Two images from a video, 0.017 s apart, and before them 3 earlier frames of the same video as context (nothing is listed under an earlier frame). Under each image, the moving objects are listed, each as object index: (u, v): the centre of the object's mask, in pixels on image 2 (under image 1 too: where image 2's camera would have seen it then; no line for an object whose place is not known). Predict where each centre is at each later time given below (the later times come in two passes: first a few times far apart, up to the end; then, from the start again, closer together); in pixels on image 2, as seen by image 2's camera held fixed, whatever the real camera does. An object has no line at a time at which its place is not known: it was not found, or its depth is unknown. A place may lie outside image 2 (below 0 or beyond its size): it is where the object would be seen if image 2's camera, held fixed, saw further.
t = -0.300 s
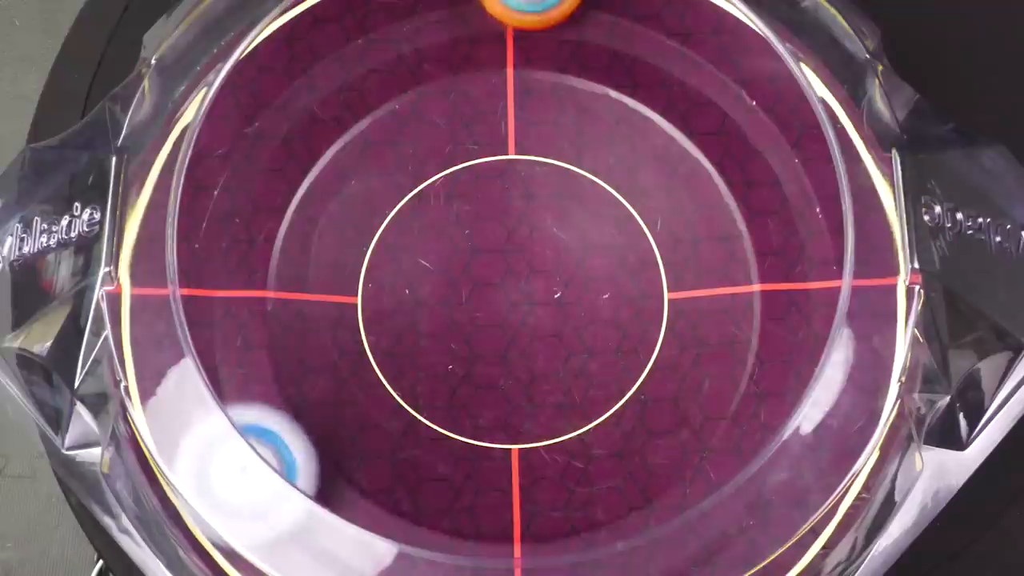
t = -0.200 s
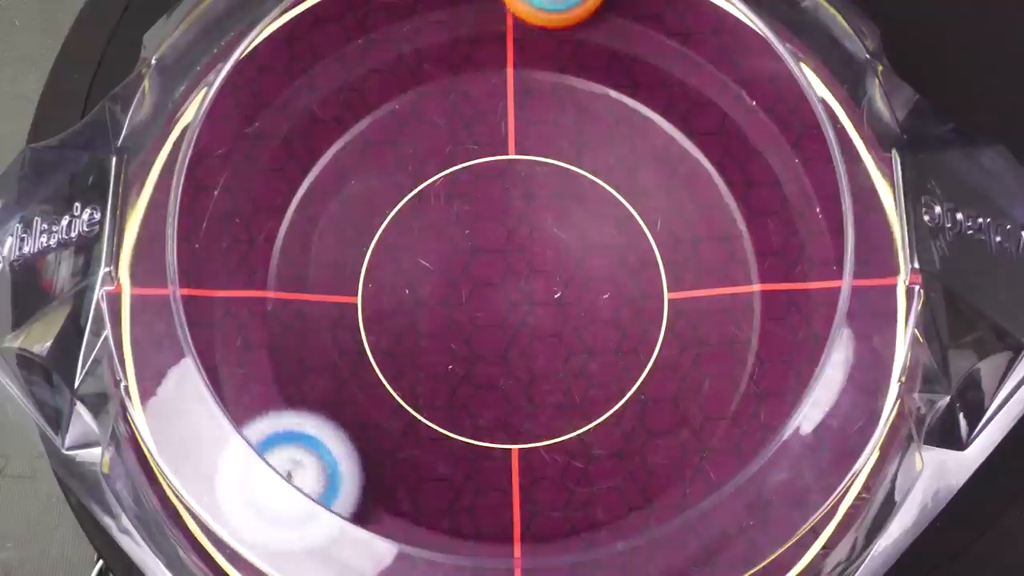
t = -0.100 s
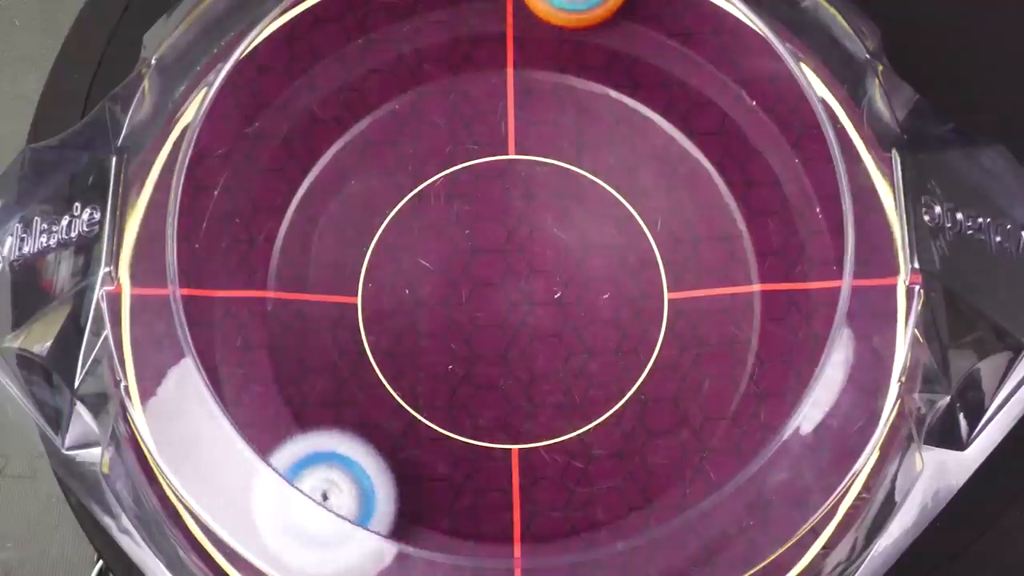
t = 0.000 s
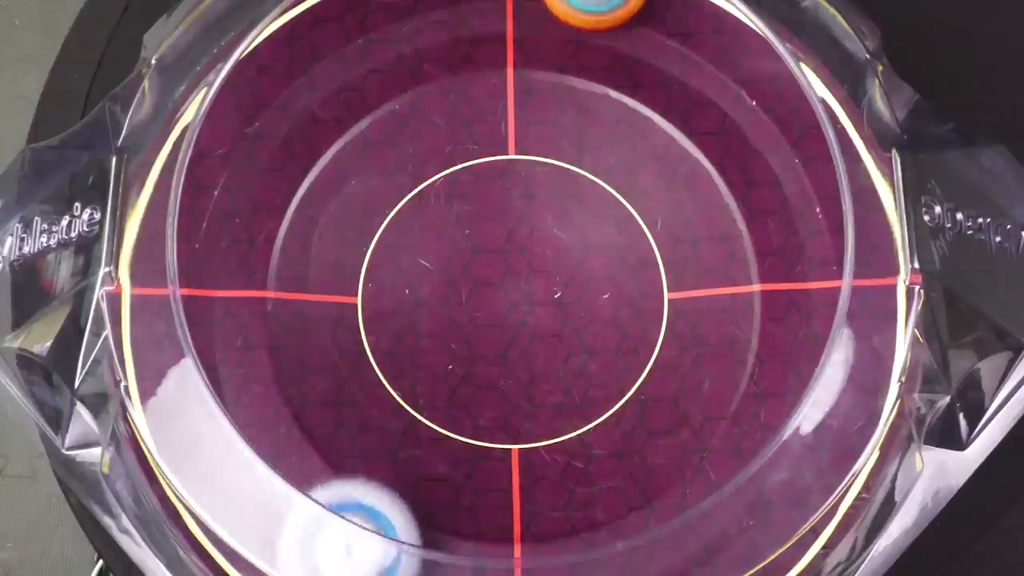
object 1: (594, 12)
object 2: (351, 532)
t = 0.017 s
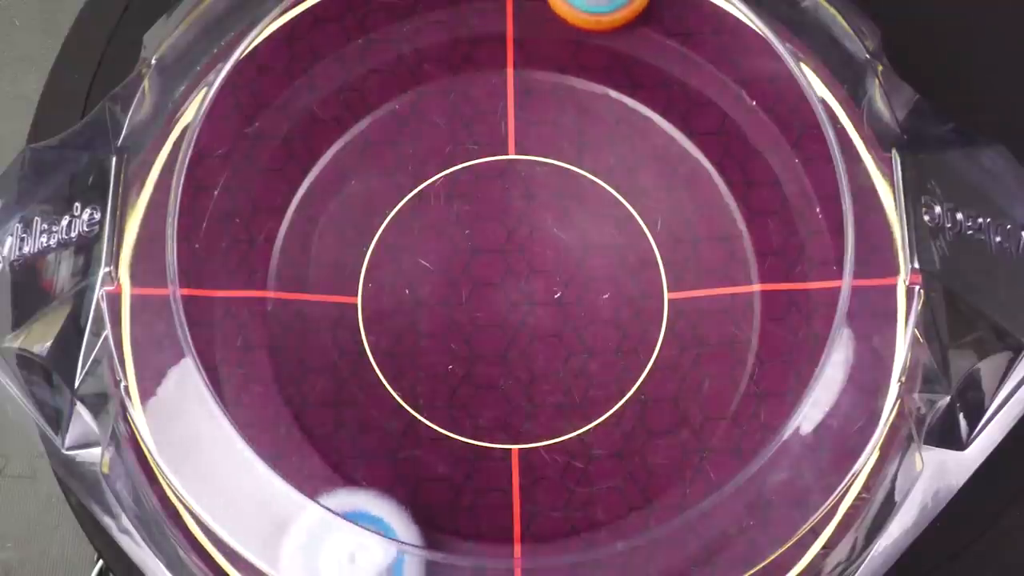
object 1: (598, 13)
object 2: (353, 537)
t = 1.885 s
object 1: (566, 427)
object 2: (712, 406)
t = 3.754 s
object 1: (168, 288)
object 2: (413, 56)
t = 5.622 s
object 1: (810, 235)
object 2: (597, 253)
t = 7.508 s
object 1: (561, 276)
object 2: (336, 64)
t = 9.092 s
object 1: (482, 417)
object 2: (670, 30)
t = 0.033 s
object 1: (601, 13)
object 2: (356, 540)
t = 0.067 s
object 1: (607, 13)
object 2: (365, 542)
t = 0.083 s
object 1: (610, 13)
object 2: (370, 540)
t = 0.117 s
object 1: (616, 14)
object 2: (378, 537)
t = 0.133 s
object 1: (618, 14)
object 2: (383, 535)
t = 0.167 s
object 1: (624, 15)
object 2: (392, 534)
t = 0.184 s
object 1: (627, 15)
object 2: (397, 533)
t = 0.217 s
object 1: (633, 16)
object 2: (407, 534)
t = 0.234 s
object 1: (636, 17)
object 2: (412, 535)
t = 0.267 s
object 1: (641, 18)
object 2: (423, 538)
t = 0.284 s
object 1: (644, 18)
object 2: (429, 540)
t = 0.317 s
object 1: (649, 19)
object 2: (440, 545)
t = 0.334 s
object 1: (652, 20)
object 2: (447, 548)
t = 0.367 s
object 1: (656, 21)
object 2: (457, 554)
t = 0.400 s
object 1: (662, 23)
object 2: (464, 555)
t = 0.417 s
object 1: (664, 24)
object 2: (467, 553)
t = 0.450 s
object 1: (669, 25)
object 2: (472, 550)
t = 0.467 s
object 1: (671, 26)
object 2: (476, 548)
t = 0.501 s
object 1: (676, 28)
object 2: (482, 546)
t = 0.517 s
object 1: (678, 29)
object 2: (486, 546)
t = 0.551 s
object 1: (683, 31)
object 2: (496, 546)
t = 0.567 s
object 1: (685, 32)
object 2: (501, 546)
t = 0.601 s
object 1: (689, 34)
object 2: (513, 549)
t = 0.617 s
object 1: (691, 36)
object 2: (520, 550)
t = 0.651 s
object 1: (695, 38)
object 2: (534, 554)
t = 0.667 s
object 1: (697, 40)
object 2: (539, 555)
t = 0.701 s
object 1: (701, 42)
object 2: (547, 555)
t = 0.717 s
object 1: (704, 43)
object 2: (548, 553)
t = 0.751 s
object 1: (708, 47)
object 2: (550, 550)
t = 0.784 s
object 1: (710, 51)
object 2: (554, 547)
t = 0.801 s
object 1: (710, 52)
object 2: (557, 547)
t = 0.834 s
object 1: (708, 55)
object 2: (566, 546)
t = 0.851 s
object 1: (705, 57)
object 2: (571, 546)
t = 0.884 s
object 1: (695, 62)
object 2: (583, 547)
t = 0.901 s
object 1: (689, 65)
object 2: (589, 548)
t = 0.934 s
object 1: (679, 71)
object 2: (602, 550)
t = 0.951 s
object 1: (677, 75)
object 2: (606, 550)
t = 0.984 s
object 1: (673, 83)
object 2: (610, 548)
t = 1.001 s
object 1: (672, 87)
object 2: (611, 546)
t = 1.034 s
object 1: (671, 97)
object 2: (613, 544)
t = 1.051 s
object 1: (670, 101)
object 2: (615, 543)
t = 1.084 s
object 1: (669, 110)
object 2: (622, 541)
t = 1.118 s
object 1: (661, 121)
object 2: (631, 540)
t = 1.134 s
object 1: (655, 128)
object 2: (636, 539)
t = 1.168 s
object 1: (639, 139)
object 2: (645, 538)
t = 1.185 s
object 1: (630, 145)
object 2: (650, 537)
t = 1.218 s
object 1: (611, 157)
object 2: (660, 537)
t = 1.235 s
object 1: (601, 162)
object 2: (666, 536)
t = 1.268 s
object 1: (581, 174)
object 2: (674, 535)
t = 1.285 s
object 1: (570, 181)
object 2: (676, 534)
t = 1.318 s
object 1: (551, 194)
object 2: (678, 532)
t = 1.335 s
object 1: (541, 201)
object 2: (679, 531)
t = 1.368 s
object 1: (522, 216)
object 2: (683, 528)
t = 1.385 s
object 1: (514, 223)
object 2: (686, 526)
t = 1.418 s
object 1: (498, 241)
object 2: (692, 523)
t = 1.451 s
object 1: (486, 258)
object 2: (697, 519)
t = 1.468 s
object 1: (482, 266)
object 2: (700, 517)
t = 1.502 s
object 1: (474, 285)
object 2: (705, 513)
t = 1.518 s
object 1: (472, 295)
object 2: (706, 511)
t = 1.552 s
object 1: (468, 318)
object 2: (709, 506)
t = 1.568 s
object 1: (468, 331)
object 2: (709, 503)
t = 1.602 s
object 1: (471, 355)
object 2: (710, 495)
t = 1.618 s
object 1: (474, 368)
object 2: (710, 491)
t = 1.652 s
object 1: (485, 390)
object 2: (710, 483)
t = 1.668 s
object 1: (493, 400)
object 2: (710, 478)
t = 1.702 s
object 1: (512, 420)
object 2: (709, 469)
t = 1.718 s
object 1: (524, 428)
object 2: (709, 463)
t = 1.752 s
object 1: (547, 439)
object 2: (707, 453)
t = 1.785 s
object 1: (569, 443)
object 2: (703, 444)
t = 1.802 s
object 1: (572, 443)
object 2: (704, 439)
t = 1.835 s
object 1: (569, 439)
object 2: (712, 426)
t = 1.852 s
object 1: (568, 435)
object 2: (712, 417)
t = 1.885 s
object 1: (566, 427)
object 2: (712, 406)
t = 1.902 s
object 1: (566, 422)
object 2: (709, 400)
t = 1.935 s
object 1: (567, 411)
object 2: (697, 387)
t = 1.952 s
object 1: (565, 406)
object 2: (690, 381)
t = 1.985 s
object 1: (551, 394)
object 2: (685, 367)
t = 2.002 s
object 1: (543, 388)
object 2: (683, 360)
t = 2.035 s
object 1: (531, 375)
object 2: (674, 348)
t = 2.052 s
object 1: (525, 368)
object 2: (667, 342)
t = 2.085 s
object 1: (515, 355)
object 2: (652, 332)
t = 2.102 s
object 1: (511, 348)
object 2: (644, 327)
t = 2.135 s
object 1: (497, 338)
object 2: (629, 317)
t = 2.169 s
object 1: (431, 339)
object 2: (666, 289)
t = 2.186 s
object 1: (397, 341)
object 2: (683, 276)
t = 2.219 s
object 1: (334, 344)
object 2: (714, 251)
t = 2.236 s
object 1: (301, 346)
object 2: (726, 241)
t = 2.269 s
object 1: (256, 347)
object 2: (748, 223)
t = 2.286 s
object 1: (234, 346)
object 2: (755, 216)
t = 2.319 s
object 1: (192, 353)
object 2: (772, 205)
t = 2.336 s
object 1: (182, 353)
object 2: (779, 198)
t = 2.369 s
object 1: (164, 357)
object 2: (797, 185)
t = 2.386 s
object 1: (157, 361)
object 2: (804, 180)
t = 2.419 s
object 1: (141, 369)
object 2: (820, 171)
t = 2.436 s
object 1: (134, 373)
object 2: (824, 168)
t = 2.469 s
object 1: (129, 367)
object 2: (835, 160)
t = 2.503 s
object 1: (128, 361)
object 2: (833, 163)
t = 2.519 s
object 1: (129, 359)
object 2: (832, 167)
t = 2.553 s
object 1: (128, 357)
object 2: (829, 169)
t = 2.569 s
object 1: (127, 357)
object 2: (827, 170)
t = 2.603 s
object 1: (123, 356)
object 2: (826, 169)
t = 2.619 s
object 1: (122, 357)
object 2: (824, 167)
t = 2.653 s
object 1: (119, 358)
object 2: (824, 161)
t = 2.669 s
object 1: (118, 359)
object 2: (823, 158)
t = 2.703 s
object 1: (118, 362)
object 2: (823, 148)
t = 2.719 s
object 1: (127, 364)
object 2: (824, 141)
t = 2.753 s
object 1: (132, 365)
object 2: (814, 137)
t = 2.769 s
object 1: (135, 365)
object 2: (809, 134)
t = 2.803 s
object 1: (137, 364)
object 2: (798, 126)
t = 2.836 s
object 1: (137, 363)
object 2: (790, 114)
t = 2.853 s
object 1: (136, 363)
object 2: (785, 109)
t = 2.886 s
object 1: (134, 361)
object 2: (778, 95)
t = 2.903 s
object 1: (131, 361)
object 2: (774, 87)
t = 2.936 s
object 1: (127, 360)
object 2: (768, 69)
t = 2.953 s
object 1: (123, 359)
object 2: (766, 59)
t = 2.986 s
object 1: (121, 359)
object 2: (757, 48)
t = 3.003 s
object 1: (120, 359)
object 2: (747, 47)
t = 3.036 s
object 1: (122, 362)
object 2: (726, 43)
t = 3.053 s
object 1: (126, 364)
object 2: (715, 41)
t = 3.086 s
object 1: (127, 364)
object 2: (692, 38)
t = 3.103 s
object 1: (128, 363)
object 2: (682, 36)
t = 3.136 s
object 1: (129, 361)
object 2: (663, 32)
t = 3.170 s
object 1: (129, 360)
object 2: (645, 29)
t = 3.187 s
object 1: (130, 358)
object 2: (637, 28)
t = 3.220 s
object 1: (131, 355)
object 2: (623, 28)
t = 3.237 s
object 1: (132, 354)
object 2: (617, 29)
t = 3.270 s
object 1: (129, 349)
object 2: (607, 33)
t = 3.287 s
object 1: (129, 347)
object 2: (602, 36)
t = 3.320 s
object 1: (131, 343)
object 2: (594, 41)
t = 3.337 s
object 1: (132, 342)
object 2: (590, 43)
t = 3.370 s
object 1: (134, 338)
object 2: (577, 47)
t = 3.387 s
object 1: (135, 337)
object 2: (570, 48)
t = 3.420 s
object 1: (137, 333)
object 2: (553, 51)
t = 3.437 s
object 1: (137, 332)
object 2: (544, 51)
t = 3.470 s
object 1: (139, 327)
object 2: (525, 52)
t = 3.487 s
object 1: (140, 325)
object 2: (515, 52)
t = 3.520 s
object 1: (143, 322)
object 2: (501, 53)
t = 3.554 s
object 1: (146, 318)
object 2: (488, 53)
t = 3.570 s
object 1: (147, 316)
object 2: (484, 53)
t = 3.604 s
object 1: (151, 311)
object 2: (474, 54)
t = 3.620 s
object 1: (154, 309)
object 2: (467, 54)
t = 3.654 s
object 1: (158, 304)
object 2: (457, 55)
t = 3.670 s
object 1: (160, 301)
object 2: (452, 55)
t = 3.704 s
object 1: (164, 296)
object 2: (438, 56)
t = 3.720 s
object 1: (165, 293)
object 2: (430, 56)
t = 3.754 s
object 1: (168, 288)
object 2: (413, 56)
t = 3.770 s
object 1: (170, 285)
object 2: (404, 57)
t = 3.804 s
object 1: (174, 279)
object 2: (385, 56)
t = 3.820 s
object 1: (176, 277)
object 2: (376, 55)
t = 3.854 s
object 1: (180, 272)
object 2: (357, 54)
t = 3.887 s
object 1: (185, 269)
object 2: (342, 54)
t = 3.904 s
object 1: (191, 269)
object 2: (337, 54)
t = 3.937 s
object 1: (205, 271)
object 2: (334, 54)
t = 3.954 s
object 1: (214, 274)
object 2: (334, 55)
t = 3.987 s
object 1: (230, 274)
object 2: (339, 57)
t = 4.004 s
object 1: (234, 274)
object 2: (344, 57)
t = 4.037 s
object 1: (245, 271)
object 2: (354, 59)
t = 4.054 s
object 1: (251, 270)
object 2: (357, 61)
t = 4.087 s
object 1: (263, 266)
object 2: (362, 65)
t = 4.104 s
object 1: (270, 266)
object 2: (363, 69)
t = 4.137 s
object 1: (288, 268)
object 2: (362, 76)
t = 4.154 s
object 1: (298, 269)
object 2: (362, 80)
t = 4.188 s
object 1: (320, 275)
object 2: (356, 90)
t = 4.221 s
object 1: (344, 283)
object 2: (349, 100)
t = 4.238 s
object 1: (356, 287)
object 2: (345, 104)
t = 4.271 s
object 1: (380, 296)
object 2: (342, 113)
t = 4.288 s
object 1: (392, 300)
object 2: (340, 117)
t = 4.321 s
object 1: (418, 309)
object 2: (343, 126)
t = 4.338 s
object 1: (430, 312)
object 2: (348, 132)
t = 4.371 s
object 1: (455, 318)
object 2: (362, 143)
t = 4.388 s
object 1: (467, 319)
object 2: (371, 149)
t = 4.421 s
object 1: (491, 320)
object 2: (392, 162)
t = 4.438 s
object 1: (501, 319)
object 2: (404, 168)
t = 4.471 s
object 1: (520, 316)
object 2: (431, 181)
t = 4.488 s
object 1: (529, 313)
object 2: (447, 188)
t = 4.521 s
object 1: (544, 308)
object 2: (477, 201)
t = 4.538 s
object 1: (559, 316)
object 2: (489, 202)
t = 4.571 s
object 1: (599, 344)
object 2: (498, 186)
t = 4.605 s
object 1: (638, 366)
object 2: (510, 176)
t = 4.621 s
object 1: (656, 375)
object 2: (517, 176)
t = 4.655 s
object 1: (689, 390)
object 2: (530, 178)
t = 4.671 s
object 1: (705, 395)
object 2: (537, 183)
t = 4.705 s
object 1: (731, 398)
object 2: (552, 198)
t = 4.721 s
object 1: (740, 397)
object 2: (559, 207)
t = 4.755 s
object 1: (753, 393)
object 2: (571, 232)
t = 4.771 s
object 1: (758, 391)
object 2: (575, 244)
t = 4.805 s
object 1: (777, 395)
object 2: (581, 273)
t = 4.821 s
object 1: (785, 394)
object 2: (582, 287)
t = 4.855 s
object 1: (799, 393)
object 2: (578, 316)
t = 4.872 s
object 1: (807, 389)
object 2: (574, 329)
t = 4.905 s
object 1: (815, 375)
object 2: (562, 353)
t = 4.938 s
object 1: (822, 362)
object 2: (545, 371)
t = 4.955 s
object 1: (823, 353)
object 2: (535, 378)
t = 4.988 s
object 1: (819, 332)
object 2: (513, 390)
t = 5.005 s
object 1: (816, 320)
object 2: (502, 394)
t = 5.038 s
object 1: (815, 301)
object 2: (477, 397)
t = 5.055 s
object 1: (814, 293)
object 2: (466, 398)
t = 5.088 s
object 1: (812, 277)
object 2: (441, 393)
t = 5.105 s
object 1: (811, 271)
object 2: (430, 390)
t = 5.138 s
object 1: (811, 262)
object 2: (409, 379)
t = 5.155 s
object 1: (811, 259)
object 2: (399, 373)
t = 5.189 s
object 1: (812, 255)
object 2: (383, 354)
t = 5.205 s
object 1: (813, 252)
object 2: (377, 346)
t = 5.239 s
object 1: (814, 247)
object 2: (368, 323)
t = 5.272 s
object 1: (813, 243)
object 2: (366, 298)
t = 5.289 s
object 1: (811, 240)
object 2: (368, 286)
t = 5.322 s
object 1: (809, 237)
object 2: (377, 263)
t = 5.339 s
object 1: (809, 236)
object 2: (385, 252)
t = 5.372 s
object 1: (810, 235)
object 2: (405, 234)
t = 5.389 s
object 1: (810, 234)
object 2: (417, 226)
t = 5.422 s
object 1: (810, 235)
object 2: (443, 213)
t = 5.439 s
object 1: (810, 234)
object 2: (457, 209)
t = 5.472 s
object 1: (810, 235)
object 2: (486, 205)
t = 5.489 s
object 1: (810, 235)
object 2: (501, 205)
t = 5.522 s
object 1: (810, 234)
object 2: (530, 210)
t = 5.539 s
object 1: (810, 234)
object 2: (545, 214)
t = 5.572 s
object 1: (810, 234)
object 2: (568, 227)
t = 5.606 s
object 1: (810, 235)
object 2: (588, 243)
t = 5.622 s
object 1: (810, 235)
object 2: (597, 253)
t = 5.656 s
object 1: (810, 236)
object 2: (610, 273)
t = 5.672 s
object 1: (810, 237)
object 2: (617, 284)
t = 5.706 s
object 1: (810, 238)
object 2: (622, 307)
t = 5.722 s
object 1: (810, 240)
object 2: (624, 320)
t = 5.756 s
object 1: (811, 243)
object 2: (623, 343)
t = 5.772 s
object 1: (812, 245)
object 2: (622, 354)
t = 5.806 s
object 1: (812, 246)
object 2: (613, 375)
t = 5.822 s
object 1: (812, 247)
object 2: (607, 386)
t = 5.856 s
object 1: (812, 248)
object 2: (593, 404)
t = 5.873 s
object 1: (811, 250)
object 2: (584, 412)
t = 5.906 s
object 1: (811, 252)
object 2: (563, 425)
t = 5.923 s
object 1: (811, 254)
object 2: (551, 429)
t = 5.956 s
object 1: (810, 256)
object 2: (526, 434)
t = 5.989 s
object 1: (809, 259)
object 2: (500, 432)
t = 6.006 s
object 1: (808, 260)
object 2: (487, 427)
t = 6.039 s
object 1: (807, 263)
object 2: (464, 414)
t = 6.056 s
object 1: (805, 264)
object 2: (454, 404)
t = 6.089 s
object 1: (803, 267)
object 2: (437, 383)
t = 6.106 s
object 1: (802, 267)
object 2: (431, 370)
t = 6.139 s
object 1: (798, 269)
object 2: (421, 344)
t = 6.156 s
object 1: (797, 270)
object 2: (419, 330)
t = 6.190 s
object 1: (790, 272)
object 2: (419, 301)
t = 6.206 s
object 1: (789, 272)
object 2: (421, 287)
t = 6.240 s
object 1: (788, 274)
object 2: (430, 262)
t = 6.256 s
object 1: (786, 275)
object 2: (437, 250)
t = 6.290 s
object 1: (783, 277)
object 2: (452, 228)
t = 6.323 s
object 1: (778, 279)
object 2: (473, 210)
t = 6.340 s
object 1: (776, 279)
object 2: (483, 205)
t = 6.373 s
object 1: (771, 280)
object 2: (508, 195)
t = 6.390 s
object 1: (768, 281)
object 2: (520, 191)
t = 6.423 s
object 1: (761, 280)
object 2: (545, 188)
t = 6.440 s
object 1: (756, 279)
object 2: (557, 187)
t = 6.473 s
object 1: (741, 274)
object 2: (579, 190)
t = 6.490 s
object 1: (731, 271)
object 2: (591, 194)
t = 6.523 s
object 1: (721, 271)
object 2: (609, 200)
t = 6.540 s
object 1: (742, 288)
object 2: (592, 187)
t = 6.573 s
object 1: (786, 337)
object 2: (546, 157)
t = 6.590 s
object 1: (830, 370)
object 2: (525, 145)
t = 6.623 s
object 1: (867, 401)
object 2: (482, 126)
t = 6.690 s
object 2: (411, 99)
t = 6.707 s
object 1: (811, 383)
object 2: (397, 95)
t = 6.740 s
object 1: (795, 378)
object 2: (376, 91)
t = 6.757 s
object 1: (773, 371)
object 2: (367, 91)
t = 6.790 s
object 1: (766, 372)
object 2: (354, 92)
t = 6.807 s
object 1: (763, 373)
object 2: (348, 92)
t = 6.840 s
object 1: (758, 377)
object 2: (338, 89)
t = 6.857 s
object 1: (757, 378)
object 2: (333, 86)
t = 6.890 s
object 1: (752, 382)
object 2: (324, 79)
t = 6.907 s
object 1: (751, 384)
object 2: (320, 74)
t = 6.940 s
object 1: (748, 387)
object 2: (316, 65)
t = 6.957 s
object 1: (746, 389)
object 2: (316, 61)
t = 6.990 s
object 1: (743, 392)
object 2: (321, 54)
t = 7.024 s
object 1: (740, 396)
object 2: (331, 51)
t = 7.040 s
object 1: (739, 396)
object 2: (338, 50)
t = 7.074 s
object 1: (735, 395)
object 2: (354, 48)
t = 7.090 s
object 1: (733, 394)
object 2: (362, 48)
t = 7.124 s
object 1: (724, 385)
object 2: (377, 48)
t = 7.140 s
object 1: (718, 380)
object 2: (385, 48)
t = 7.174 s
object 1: (708, 369)
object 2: (398, 48)
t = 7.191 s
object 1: (702, 363)
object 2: (403, 48)
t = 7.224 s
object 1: (691, 353)
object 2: (410, 48)
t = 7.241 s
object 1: (685, 347)
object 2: (412, 49)
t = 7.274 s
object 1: (672, 336)
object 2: (414, 50)
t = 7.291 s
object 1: (665, 331)
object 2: (413, 50)
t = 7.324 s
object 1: (651, 320)
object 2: (408, 52)
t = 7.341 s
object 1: (643, 315)
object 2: (405, 53)
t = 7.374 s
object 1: (627, 305)
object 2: (395, 55)
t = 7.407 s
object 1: (611, 297)
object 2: (382, 57)
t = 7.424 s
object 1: (603, 293)
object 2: (375, 58)
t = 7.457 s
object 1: (585, 285)
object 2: (359, 61)
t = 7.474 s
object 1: (577, 281)
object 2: (352, 62)
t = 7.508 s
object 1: (561, 276)
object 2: (336, 64)
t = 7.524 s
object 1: (553, 273)
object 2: (331, 66)
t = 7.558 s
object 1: (539, 270)
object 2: (326, 68)
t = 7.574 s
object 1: (532, 268)
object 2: (326, 69)
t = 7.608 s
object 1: (517, 266)
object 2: (329, 70)
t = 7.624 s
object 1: (511, 266)
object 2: (331, 71)
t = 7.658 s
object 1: (497, 266)
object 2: (334, 75)
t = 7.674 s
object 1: (490, 267)
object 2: (334, 78)
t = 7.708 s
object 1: (479, 269)
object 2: (332, 85)
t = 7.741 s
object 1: (469, 272)
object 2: (327, 93)
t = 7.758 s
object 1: (463, 274)
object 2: (323, 98)
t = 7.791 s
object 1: (456, 278)
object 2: (316, 108)
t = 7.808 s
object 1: (453, 280)
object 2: (312, 112)
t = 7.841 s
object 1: (448, 284)
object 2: (305, 122)
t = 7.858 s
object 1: (447, 287)
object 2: (302, 126)
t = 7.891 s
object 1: (443, 290)
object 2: (296, 135)
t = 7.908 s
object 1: (442, 293)
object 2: (292, 141)
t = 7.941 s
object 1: (440, 297)
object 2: (287, 150)
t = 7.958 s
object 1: (439, 299)
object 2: (285, 154)
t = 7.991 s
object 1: (439, 303)
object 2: (281, 162)
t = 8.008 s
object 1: (438, 305)
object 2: (279, 166)
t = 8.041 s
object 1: (439, 308)
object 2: (277, 174)
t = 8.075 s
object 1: (440, 311)
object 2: (274, 182)
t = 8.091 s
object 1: (441, 312)
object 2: (274, 186)
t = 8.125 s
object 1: (443, 314)
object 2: (273, 193)
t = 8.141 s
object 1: (445, 315)
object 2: (272, 196)
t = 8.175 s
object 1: (447, 316)
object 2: (273, 204)
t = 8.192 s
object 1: (449, 317)
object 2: (275, 207)
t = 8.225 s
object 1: (452, 316)
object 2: (281, 210)
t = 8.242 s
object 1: (454, 316)
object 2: (286, 212)
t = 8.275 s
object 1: (457, 314)
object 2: (301, 212)
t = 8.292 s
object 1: (458, 314)
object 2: (310, 212)
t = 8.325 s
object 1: (461, 311)
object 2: (331, 210)
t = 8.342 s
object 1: (462, 310)
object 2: (344, 209)
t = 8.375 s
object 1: (466, 308)
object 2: (371, 205)
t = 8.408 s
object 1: (468, 306)
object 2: (400, 202)
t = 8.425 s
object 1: (475, 313)
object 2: (410, 193)
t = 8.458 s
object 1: (497, 338)
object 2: (426, 164)
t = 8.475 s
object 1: (506, 348)
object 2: (435, 152)
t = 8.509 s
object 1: (526, 362)
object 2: (455, 135)
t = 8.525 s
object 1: (534, 366)
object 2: (466, 130)
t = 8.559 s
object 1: (551, 370)
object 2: (490, 124)
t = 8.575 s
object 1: (559, 368)
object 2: (502, 123)
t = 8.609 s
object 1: (575, 360)
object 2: (525, 126)
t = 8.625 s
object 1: (582, 353)
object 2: (538, 129)
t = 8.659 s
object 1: (595, 336)
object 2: (560, 137)
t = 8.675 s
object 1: (599, 324)
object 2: (570, 143)
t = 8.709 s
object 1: (606, 300)
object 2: (589, 157)
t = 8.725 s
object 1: (605, 287)
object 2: (598, 163)
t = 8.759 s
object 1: (597, 295)
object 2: (617, 150)
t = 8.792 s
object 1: (575, 338)
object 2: (635, 104)
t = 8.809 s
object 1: (565, 356)
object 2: (643, 84)
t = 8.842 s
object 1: (543, 385)
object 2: (655, 53)
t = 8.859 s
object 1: (531, 396)
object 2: (660, 45)
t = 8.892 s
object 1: (512, 413)
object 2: (669, 34)
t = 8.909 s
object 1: (502, 419)
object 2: (672, 30)
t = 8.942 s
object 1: (489, 426)
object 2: (680, 23)
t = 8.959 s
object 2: (682, 24)
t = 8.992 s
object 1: (479, 427)
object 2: (678, 28)
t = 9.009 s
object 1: (479, 427)
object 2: (676, 29)
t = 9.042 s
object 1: (478, 424)
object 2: (673, 31)
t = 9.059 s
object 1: (479, 421)
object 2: (673, 31)
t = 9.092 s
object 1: (482, 417)
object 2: (670, 30)
